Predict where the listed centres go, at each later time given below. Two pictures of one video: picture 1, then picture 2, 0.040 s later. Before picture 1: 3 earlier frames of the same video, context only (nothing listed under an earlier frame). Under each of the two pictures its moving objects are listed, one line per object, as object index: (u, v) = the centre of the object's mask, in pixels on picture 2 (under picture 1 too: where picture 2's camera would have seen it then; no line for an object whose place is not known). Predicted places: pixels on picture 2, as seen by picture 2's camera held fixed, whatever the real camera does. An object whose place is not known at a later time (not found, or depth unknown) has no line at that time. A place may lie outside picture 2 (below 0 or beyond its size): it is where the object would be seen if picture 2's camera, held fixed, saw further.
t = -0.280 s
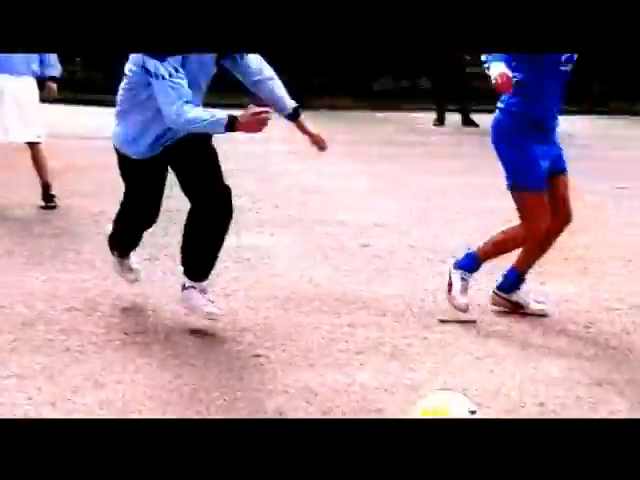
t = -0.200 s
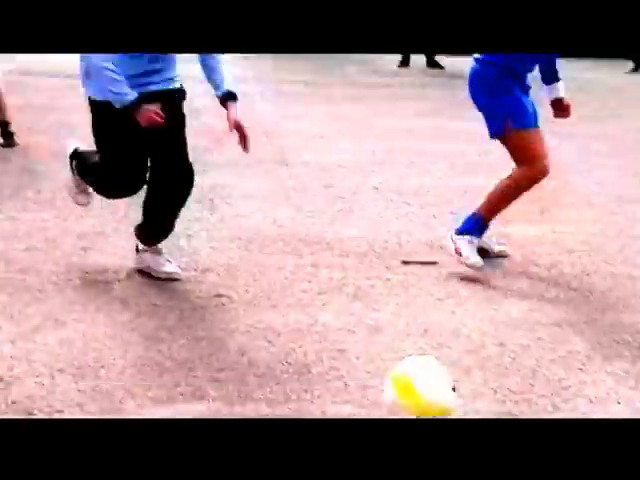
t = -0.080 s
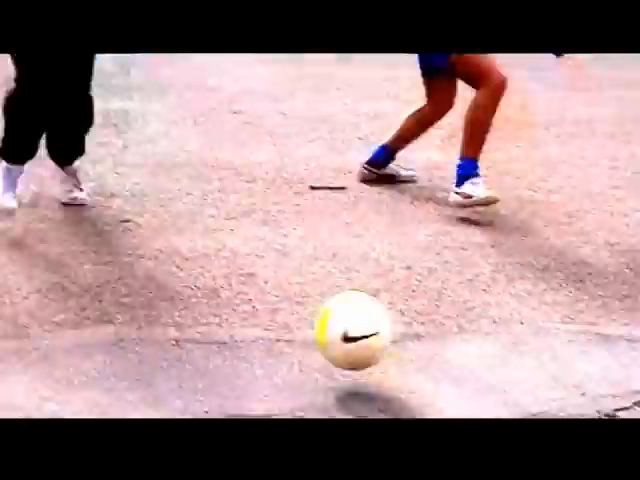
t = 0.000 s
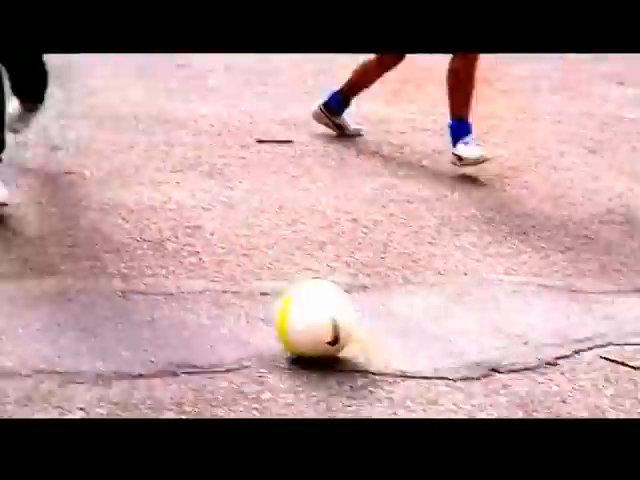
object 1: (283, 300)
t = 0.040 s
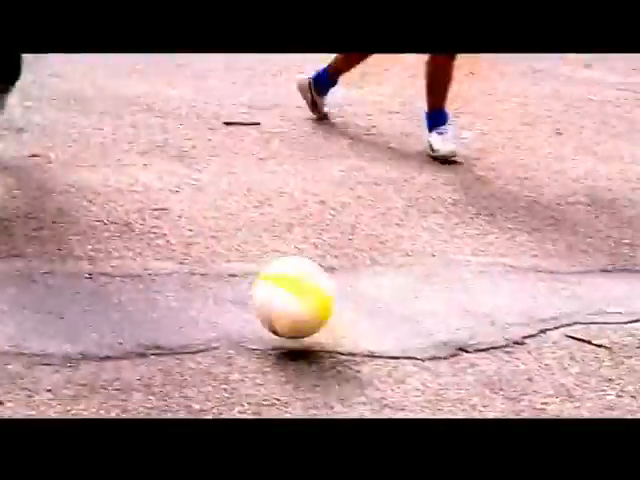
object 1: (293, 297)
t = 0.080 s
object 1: (304, 299)
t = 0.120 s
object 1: (314, 308)
